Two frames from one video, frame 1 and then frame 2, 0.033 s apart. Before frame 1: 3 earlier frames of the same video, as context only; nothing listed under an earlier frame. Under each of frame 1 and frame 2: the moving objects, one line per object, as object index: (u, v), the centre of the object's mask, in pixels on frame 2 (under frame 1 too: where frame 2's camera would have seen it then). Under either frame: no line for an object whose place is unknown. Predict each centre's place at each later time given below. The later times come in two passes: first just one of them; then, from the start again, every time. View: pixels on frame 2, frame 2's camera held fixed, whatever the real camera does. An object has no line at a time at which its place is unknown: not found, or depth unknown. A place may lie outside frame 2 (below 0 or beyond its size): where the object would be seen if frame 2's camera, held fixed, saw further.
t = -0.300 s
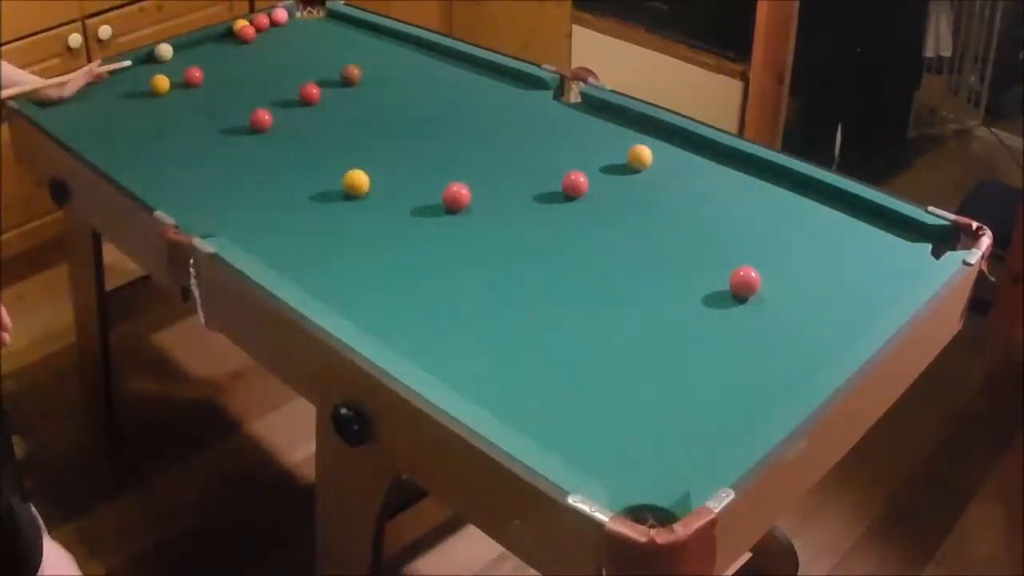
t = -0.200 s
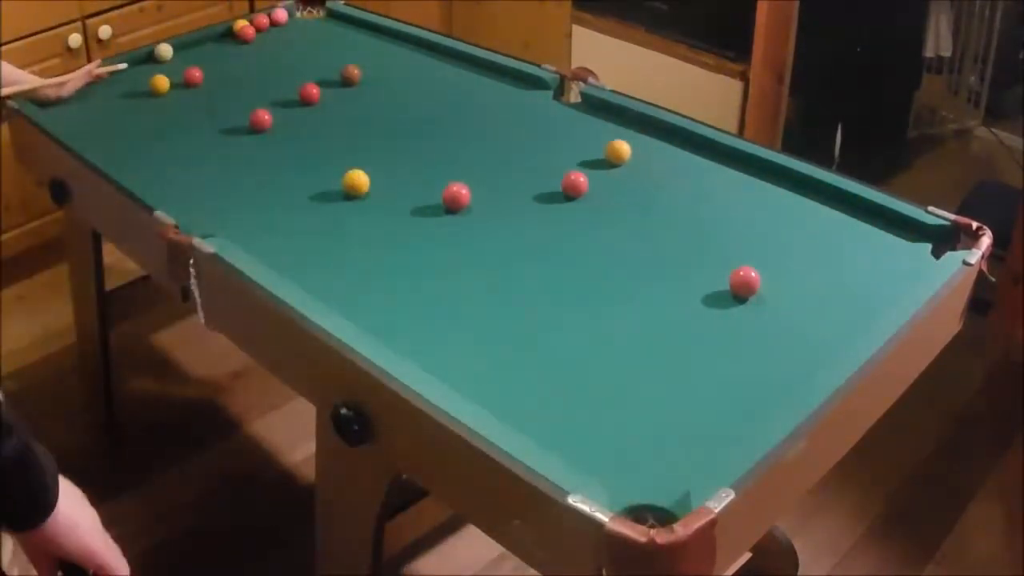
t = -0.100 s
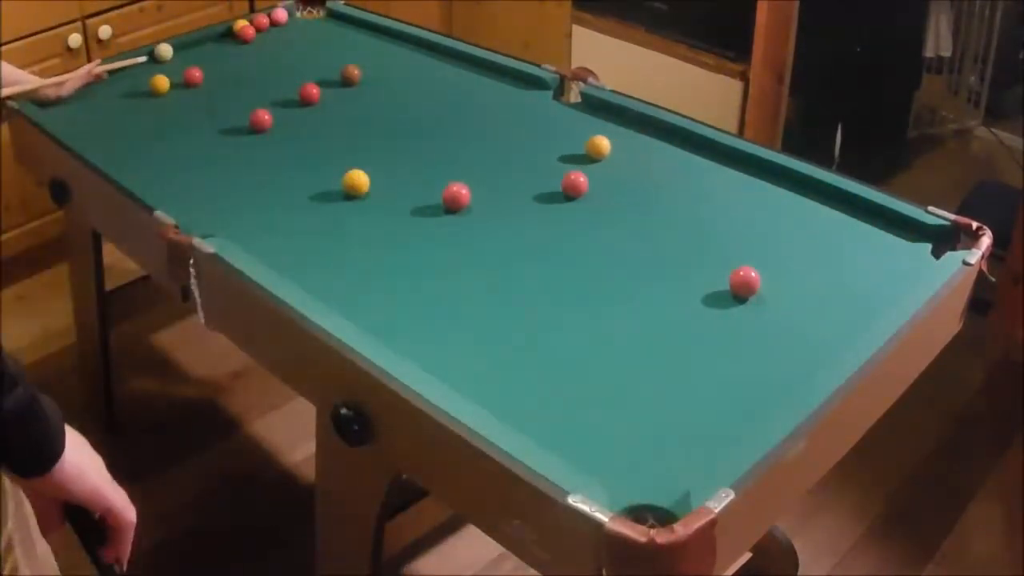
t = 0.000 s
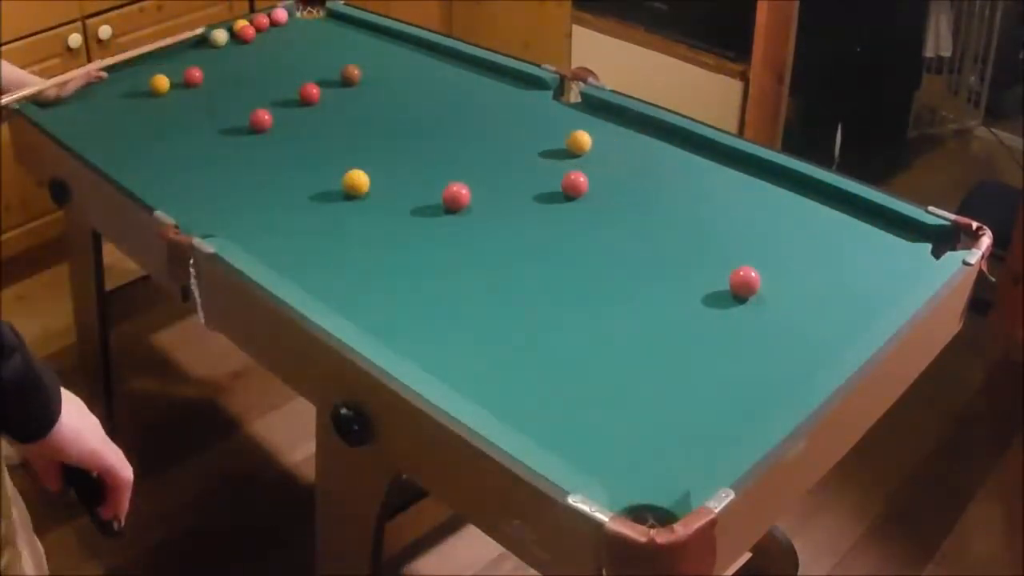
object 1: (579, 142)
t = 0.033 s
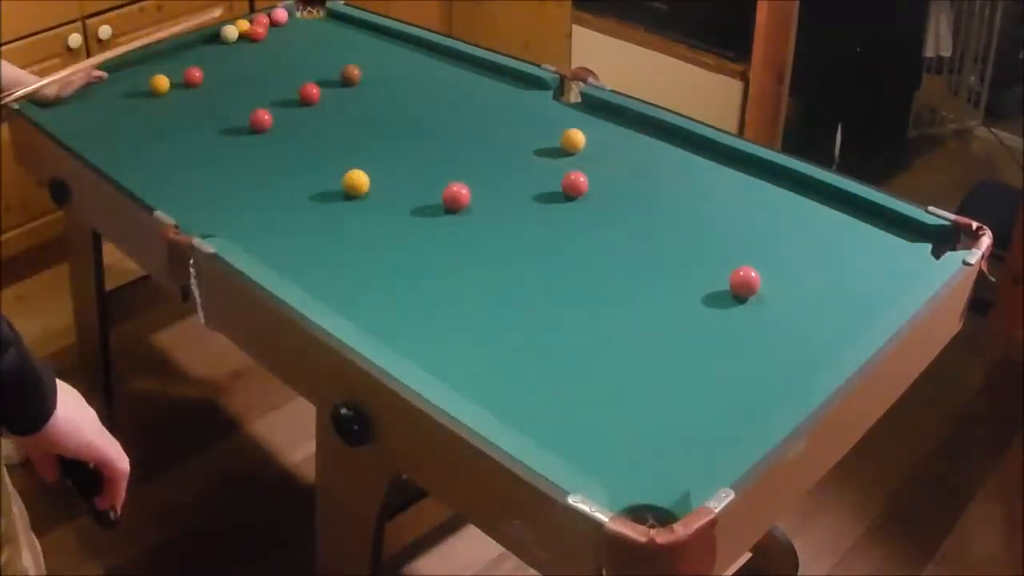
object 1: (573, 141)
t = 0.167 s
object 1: (550, 135)
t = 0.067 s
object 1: (567, 140)
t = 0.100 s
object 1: (561, 138)
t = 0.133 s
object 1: (555, 137)
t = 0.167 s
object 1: (550, 135)
